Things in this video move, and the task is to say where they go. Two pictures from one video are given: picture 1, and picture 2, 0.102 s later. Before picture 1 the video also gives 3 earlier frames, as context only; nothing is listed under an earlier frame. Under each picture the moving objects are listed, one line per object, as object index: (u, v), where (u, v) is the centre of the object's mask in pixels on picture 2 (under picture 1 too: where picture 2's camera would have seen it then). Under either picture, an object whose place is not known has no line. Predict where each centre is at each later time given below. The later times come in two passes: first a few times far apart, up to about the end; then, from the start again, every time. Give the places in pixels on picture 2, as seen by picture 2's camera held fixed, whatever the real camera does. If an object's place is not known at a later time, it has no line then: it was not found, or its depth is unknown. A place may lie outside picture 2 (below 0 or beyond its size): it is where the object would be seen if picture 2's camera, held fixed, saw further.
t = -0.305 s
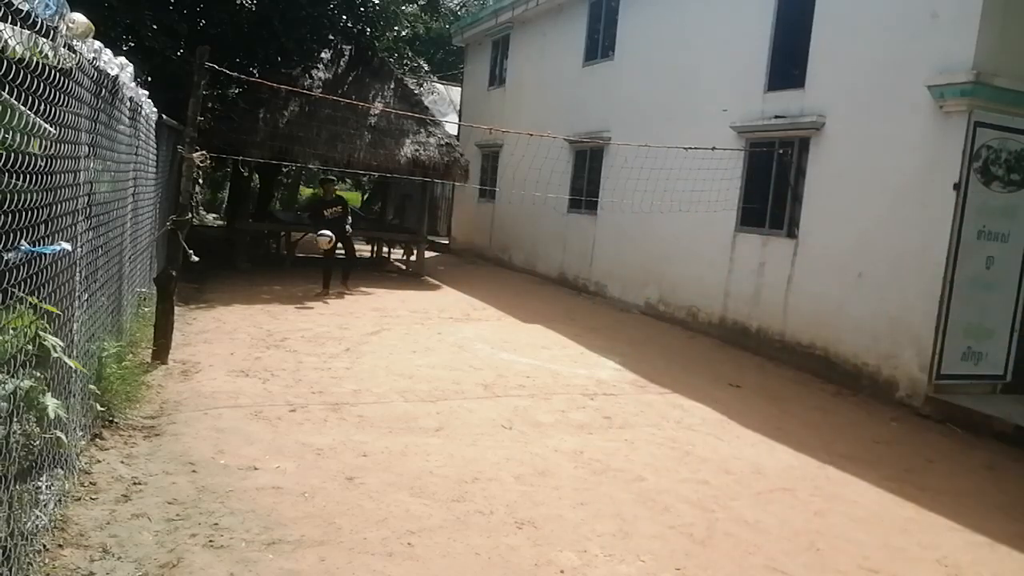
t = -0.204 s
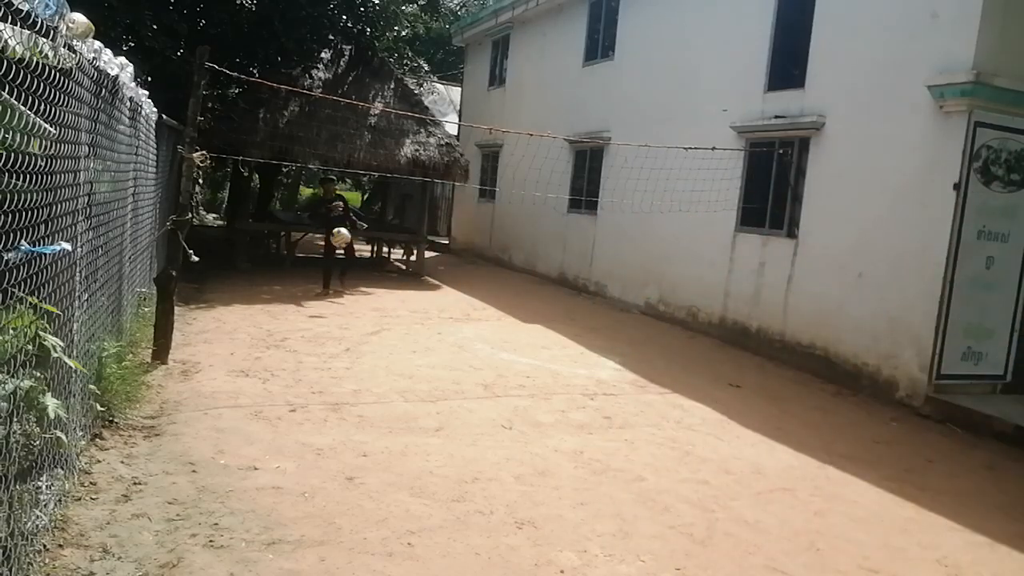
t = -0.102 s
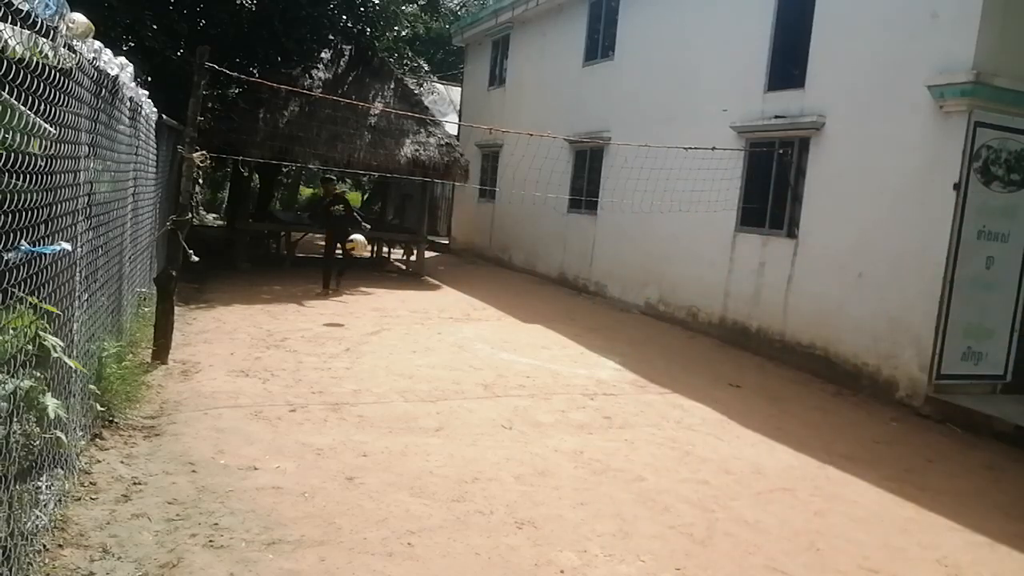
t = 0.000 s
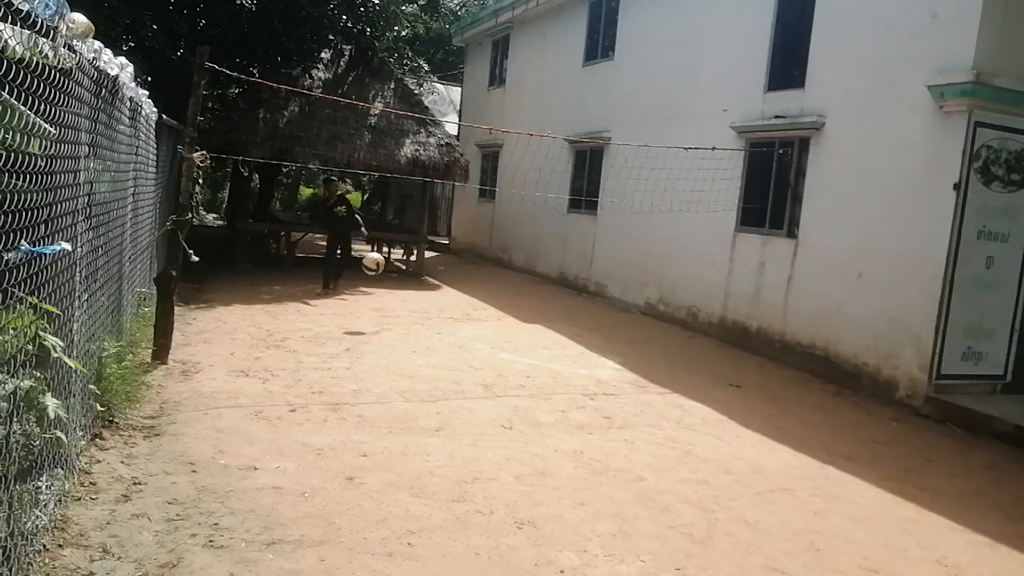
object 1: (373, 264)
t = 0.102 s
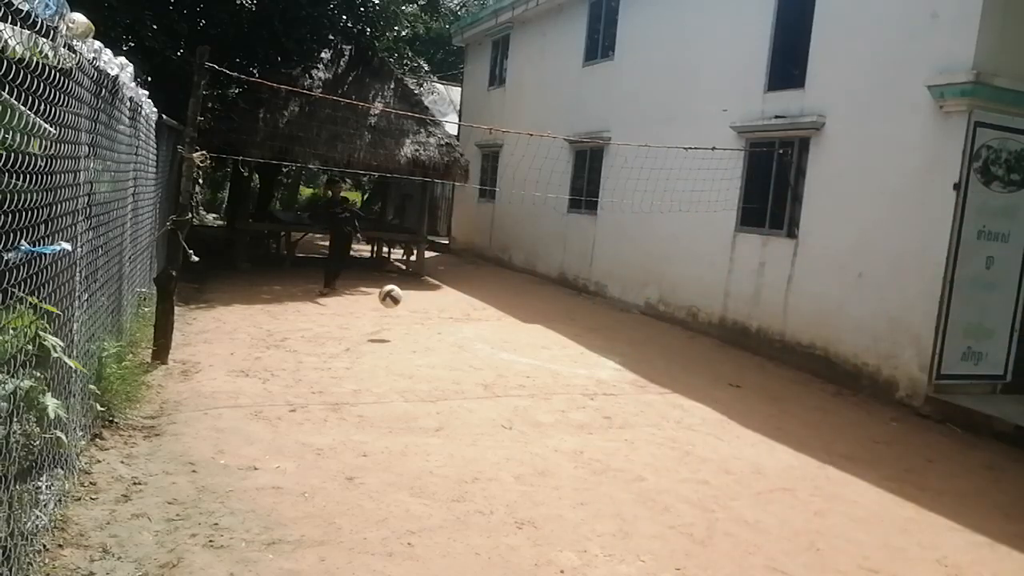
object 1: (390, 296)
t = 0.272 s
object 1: (418, 323)
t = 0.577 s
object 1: (468, 344)
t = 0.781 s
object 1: (511, 401)
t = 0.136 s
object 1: (396, 310)
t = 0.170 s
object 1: (402, 327)
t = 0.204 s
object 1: (407, 333)
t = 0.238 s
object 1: (413, 327)
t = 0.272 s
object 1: (418, 323)
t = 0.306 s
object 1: (423, 319)
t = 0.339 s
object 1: (429, 316)
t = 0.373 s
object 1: (434, 315)
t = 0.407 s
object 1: (439, 316)
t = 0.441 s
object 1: (445, 318)
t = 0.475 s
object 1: (450, 322)
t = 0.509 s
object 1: (456, 327)
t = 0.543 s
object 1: (462, 334)
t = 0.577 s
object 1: (468, 344)
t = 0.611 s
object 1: (474, 355)
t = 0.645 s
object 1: (480, 369)
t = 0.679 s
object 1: (486, 385)
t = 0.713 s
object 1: (492, 405)
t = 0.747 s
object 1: (501, 403)
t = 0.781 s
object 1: (511, 401)
